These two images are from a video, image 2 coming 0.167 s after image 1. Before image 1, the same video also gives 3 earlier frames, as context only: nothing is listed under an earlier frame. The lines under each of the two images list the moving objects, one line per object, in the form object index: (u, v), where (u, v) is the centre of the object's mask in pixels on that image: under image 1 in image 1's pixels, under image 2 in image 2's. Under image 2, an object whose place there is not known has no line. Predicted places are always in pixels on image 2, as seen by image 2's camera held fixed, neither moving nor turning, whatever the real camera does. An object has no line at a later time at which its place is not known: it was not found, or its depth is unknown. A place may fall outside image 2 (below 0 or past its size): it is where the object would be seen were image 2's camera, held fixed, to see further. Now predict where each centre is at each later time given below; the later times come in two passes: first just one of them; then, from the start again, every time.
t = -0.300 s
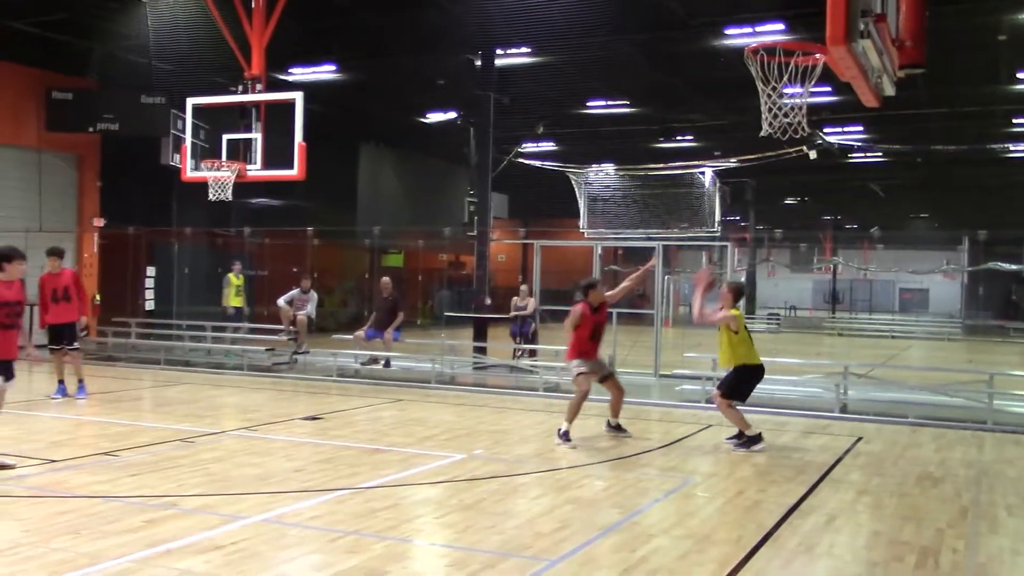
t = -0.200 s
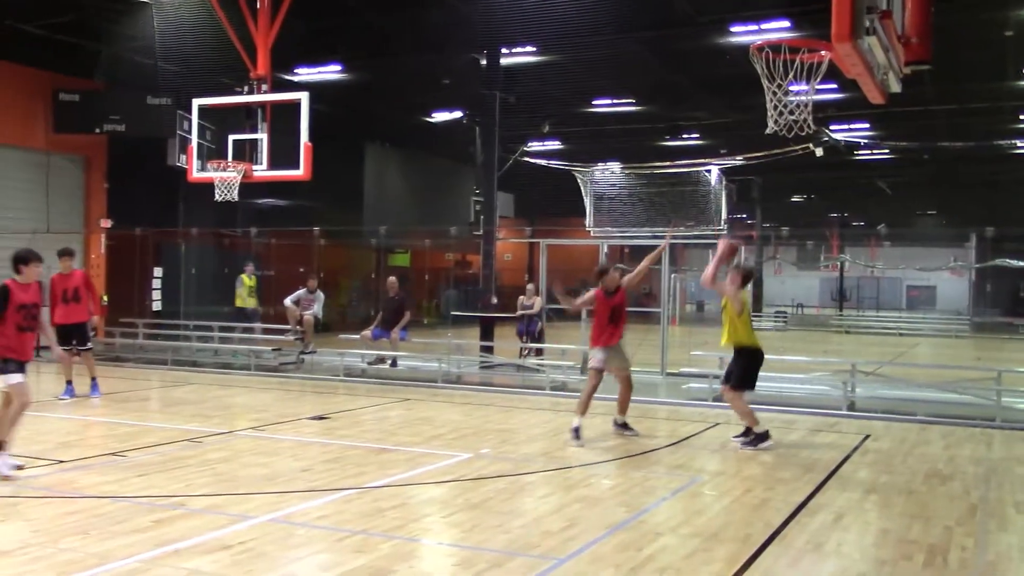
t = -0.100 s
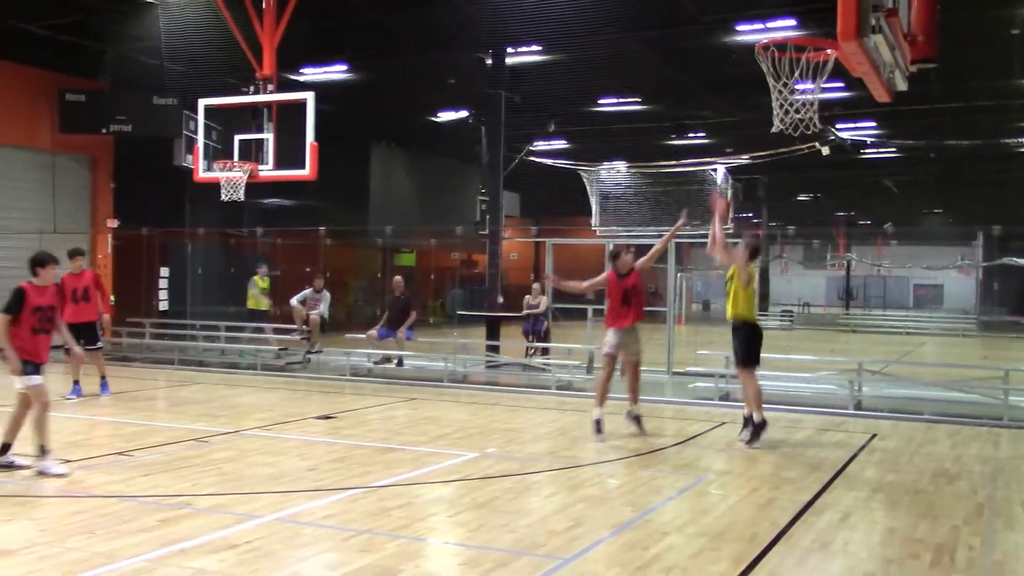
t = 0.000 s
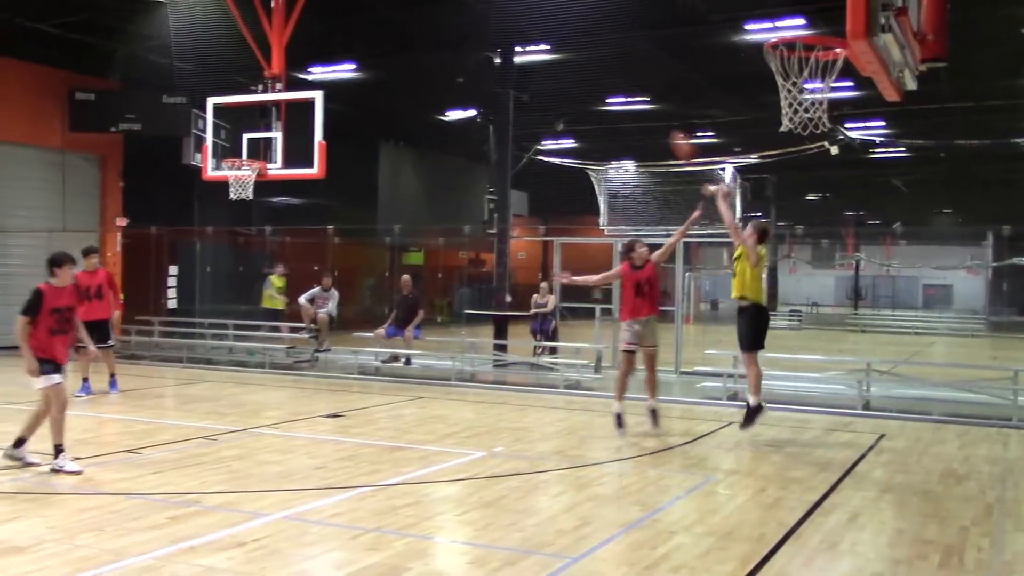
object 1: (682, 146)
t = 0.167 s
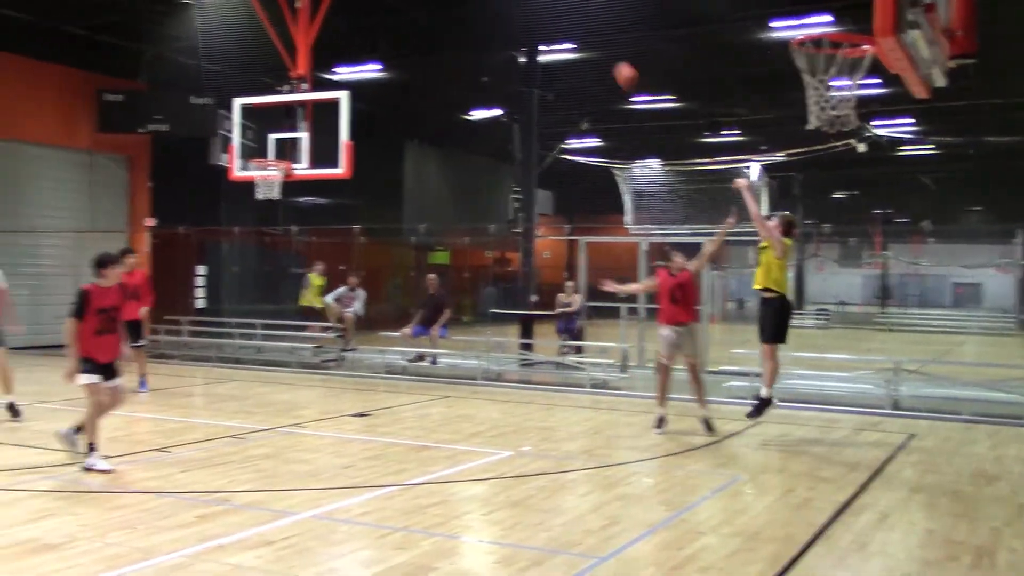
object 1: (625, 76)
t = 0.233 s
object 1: (594, 56)
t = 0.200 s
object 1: (610, 65)
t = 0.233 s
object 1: (594, 56)
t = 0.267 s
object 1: (580, 47)
